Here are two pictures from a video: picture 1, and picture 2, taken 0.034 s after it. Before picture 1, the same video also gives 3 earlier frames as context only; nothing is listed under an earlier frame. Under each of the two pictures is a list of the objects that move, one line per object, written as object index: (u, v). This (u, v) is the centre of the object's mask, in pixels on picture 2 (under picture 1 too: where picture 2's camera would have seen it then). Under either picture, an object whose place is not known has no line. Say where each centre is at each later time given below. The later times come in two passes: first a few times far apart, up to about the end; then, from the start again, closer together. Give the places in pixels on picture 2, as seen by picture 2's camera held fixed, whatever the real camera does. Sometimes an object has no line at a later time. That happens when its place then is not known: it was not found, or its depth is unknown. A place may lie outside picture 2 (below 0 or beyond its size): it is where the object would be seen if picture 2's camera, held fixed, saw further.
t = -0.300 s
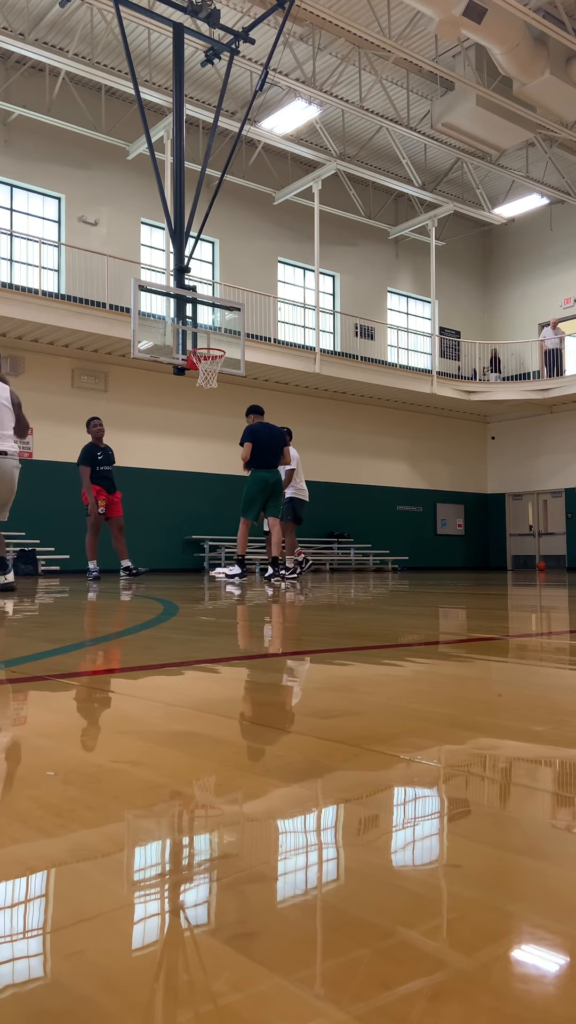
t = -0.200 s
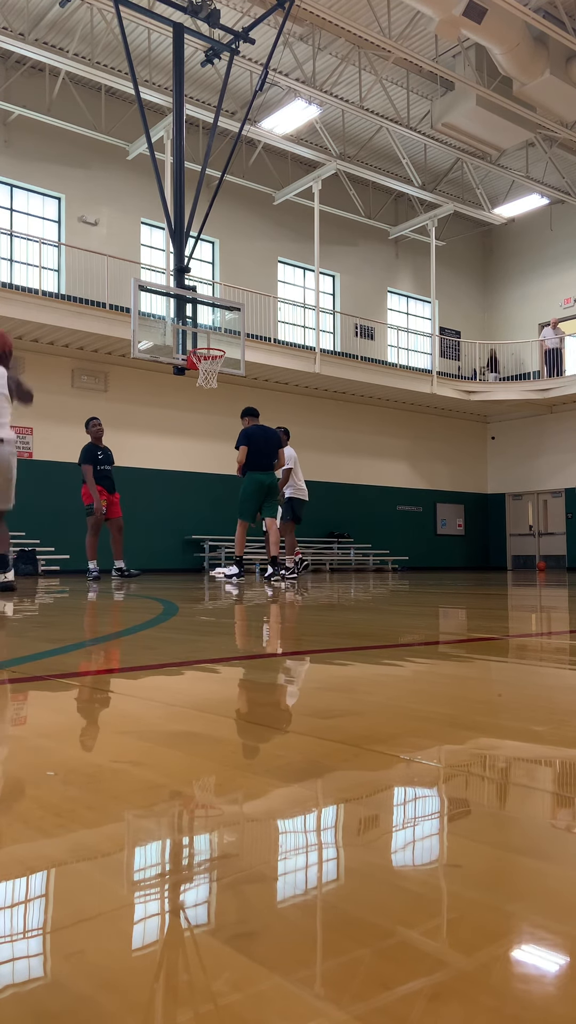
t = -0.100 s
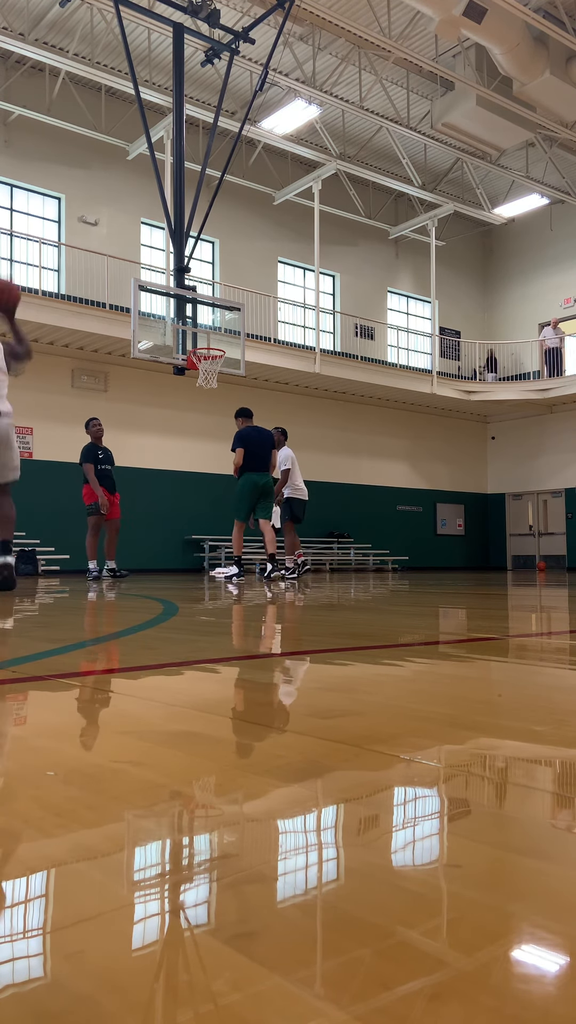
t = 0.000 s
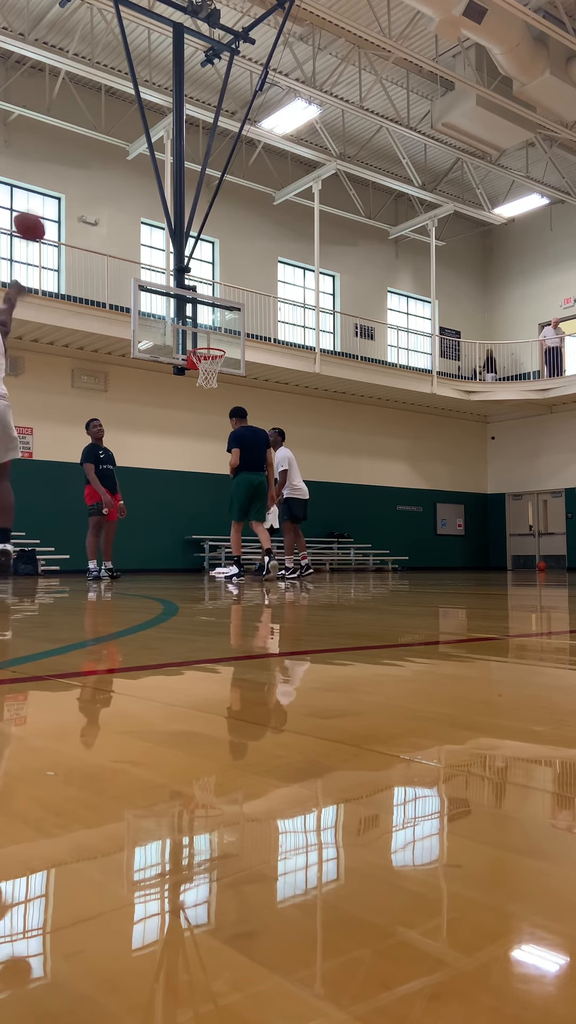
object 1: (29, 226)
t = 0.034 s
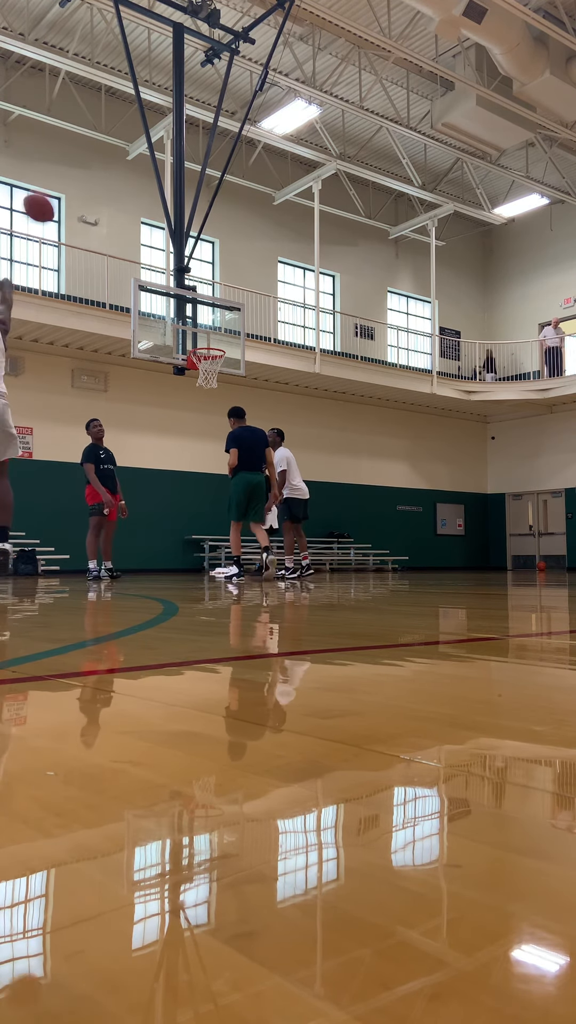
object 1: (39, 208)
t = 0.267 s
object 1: (92, 138)
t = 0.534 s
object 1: (134, 143)
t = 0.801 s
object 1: (165, 204)
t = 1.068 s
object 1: (189, 302)
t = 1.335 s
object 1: (183, 292)
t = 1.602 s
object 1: (163, 258)
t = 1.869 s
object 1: (144, 272)
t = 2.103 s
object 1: (152, 273)
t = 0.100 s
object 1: (56, 178)
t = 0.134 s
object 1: (64, 167)
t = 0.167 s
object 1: (71, 157)
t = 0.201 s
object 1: (79, 150)
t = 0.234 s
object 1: (86, 143)
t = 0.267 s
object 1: (92, 138)
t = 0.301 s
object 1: (98, 135)
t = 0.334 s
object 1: (104, 133)
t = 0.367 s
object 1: (110, 132)
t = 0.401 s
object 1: (115, 132)
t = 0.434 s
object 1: (120, 133)
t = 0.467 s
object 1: (125, 135)
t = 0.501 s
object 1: (130, 139)
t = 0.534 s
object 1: (134, 143)
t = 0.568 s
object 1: (139, 148)
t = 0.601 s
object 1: (143, 154)
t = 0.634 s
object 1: (147, 161)
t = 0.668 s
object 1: (151, 168)
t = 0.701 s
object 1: (155, 177)
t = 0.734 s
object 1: (158, 185)
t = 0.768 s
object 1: (162, 194)
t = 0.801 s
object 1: (165, 204)
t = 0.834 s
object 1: (168, 215)
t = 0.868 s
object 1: (172, 227)
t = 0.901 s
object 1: (175, 237)
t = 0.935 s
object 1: (178, 250)
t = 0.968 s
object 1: (181, 263)
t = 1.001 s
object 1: (183, 274)
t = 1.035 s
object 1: (186, 290)
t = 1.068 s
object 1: (189, 302)
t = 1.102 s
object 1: (191, 318)
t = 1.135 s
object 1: (195, 332)
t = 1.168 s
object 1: (195, 339)
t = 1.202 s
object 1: (193, 329)
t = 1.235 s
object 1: (191, 319)
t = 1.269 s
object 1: (187, 308)
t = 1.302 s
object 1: (186, 300)
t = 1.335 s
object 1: (183, 292)
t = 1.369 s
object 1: (180, 284)
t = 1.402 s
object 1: (178, 278)
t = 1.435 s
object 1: (176, 273)
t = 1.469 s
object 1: (174, 269)
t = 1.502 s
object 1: (171, 265)
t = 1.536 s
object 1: (168, 261)
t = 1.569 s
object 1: (166, 259)
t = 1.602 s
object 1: (163, 258)
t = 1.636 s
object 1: (161, 257)
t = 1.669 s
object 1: (158, 257)
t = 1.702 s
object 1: (156, 258)
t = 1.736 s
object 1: (153, 260)
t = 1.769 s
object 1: (151, 262)
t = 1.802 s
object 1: (148, 265)
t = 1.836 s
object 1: (146, 269)
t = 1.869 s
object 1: (144, 272)
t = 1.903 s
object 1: (146, 270)
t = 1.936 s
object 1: (146, 268)
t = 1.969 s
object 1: (147, 268)
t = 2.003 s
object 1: (148, 268)
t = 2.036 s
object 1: (149, 269)
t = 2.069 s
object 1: (151, 270)
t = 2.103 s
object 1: (152, 273)
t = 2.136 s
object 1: (153, 277)
